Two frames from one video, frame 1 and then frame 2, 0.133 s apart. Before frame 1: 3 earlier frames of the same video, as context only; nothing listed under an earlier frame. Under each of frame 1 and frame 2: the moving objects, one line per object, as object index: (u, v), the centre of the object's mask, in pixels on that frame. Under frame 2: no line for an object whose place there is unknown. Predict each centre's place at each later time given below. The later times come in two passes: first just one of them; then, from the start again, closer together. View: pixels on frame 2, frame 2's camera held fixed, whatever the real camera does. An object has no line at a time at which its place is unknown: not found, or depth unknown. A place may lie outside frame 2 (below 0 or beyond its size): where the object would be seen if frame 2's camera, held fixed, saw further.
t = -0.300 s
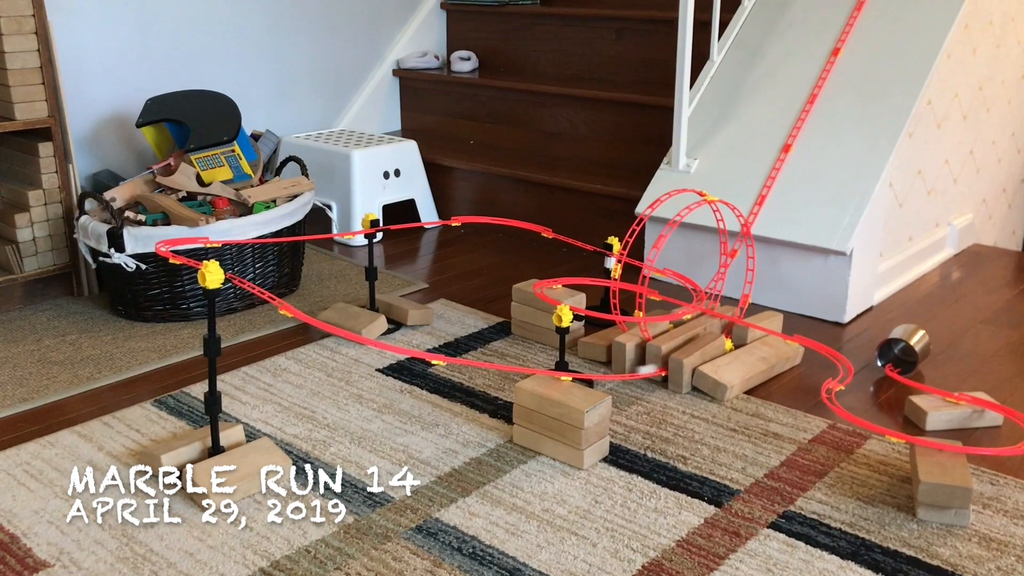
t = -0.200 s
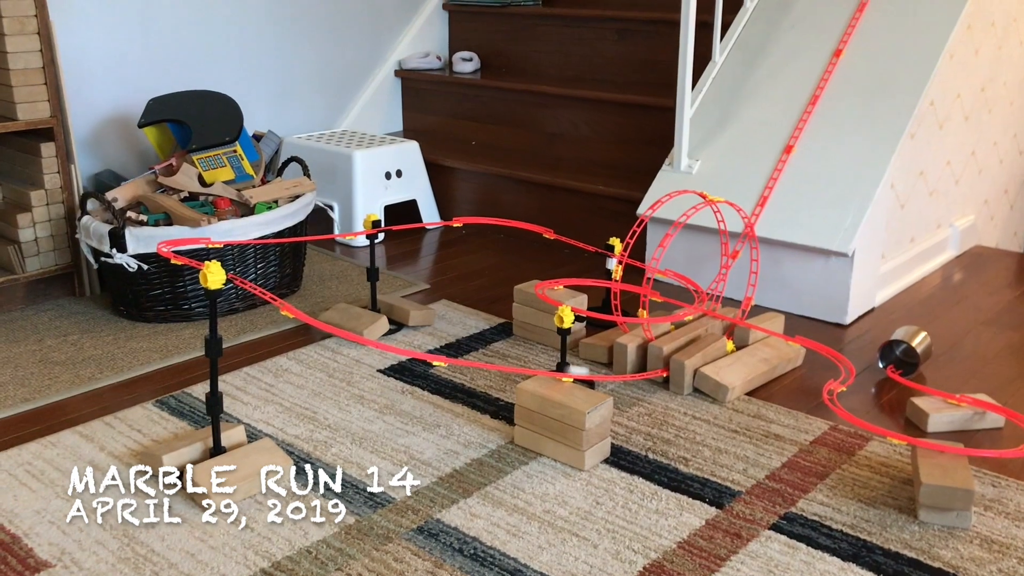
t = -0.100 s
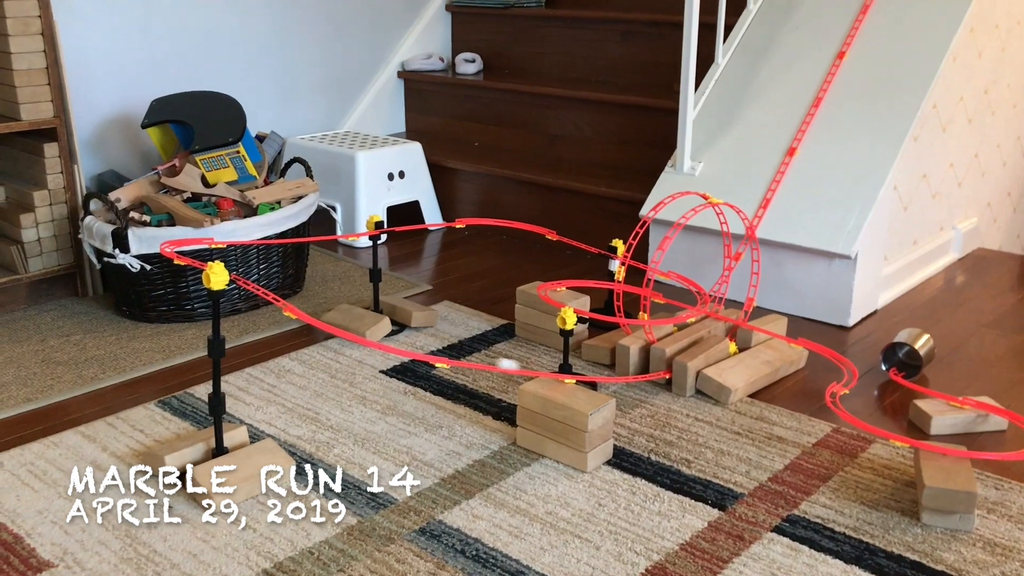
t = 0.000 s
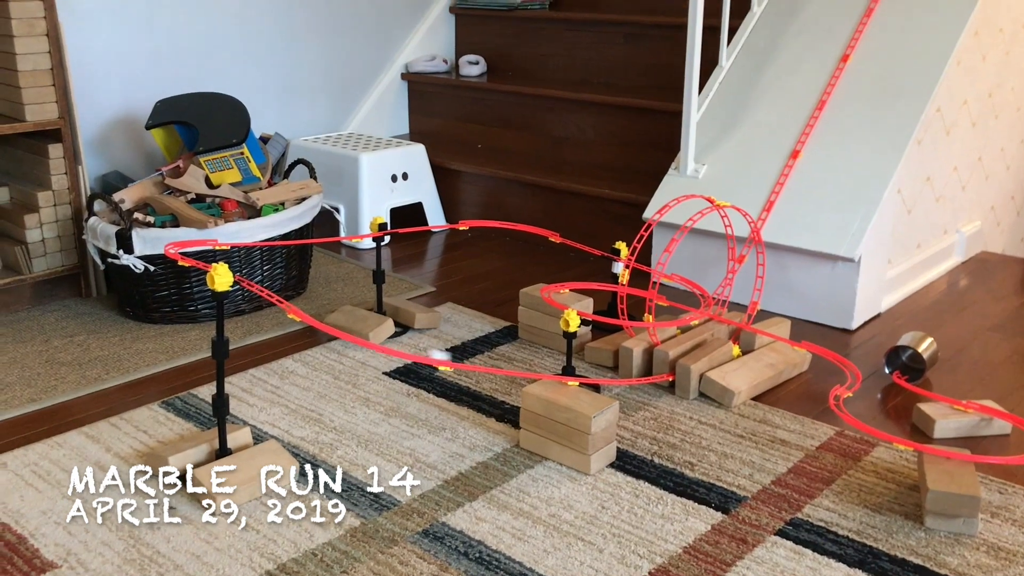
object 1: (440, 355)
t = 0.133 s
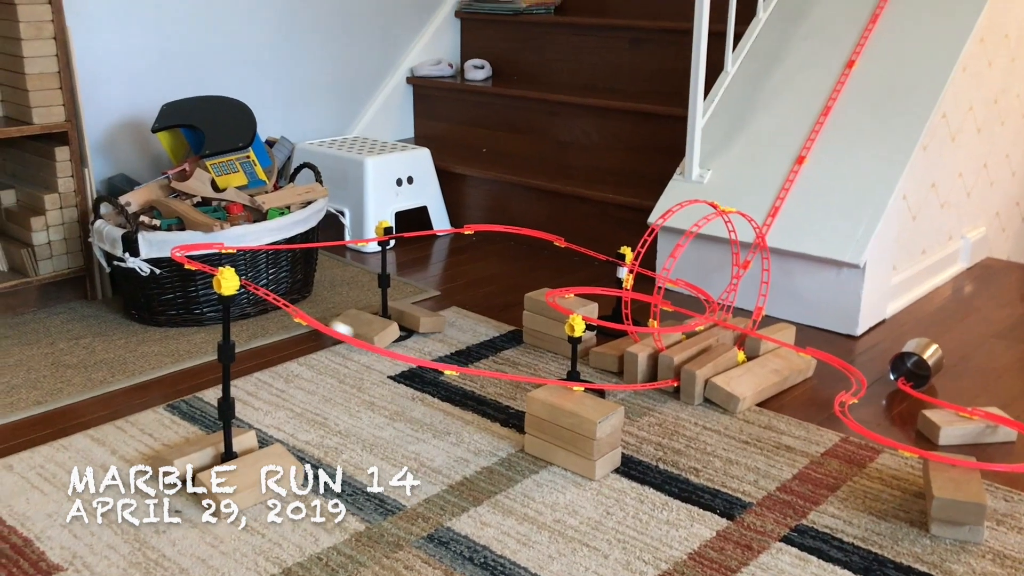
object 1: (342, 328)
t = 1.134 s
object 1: (203, 245)
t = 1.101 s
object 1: (194, 246)
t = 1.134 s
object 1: (203, 245)
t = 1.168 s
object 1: (215, 245)
